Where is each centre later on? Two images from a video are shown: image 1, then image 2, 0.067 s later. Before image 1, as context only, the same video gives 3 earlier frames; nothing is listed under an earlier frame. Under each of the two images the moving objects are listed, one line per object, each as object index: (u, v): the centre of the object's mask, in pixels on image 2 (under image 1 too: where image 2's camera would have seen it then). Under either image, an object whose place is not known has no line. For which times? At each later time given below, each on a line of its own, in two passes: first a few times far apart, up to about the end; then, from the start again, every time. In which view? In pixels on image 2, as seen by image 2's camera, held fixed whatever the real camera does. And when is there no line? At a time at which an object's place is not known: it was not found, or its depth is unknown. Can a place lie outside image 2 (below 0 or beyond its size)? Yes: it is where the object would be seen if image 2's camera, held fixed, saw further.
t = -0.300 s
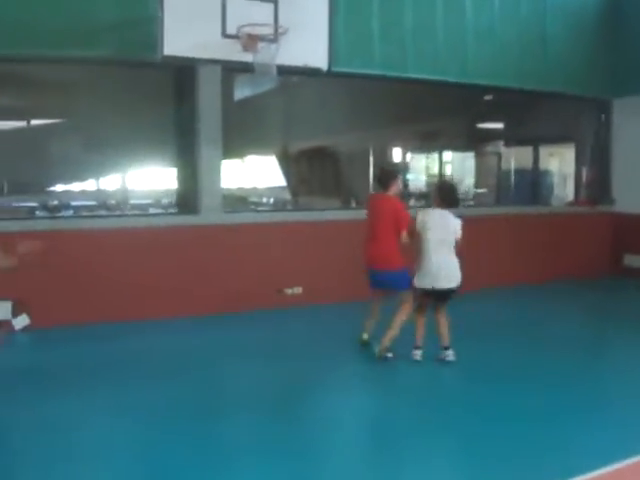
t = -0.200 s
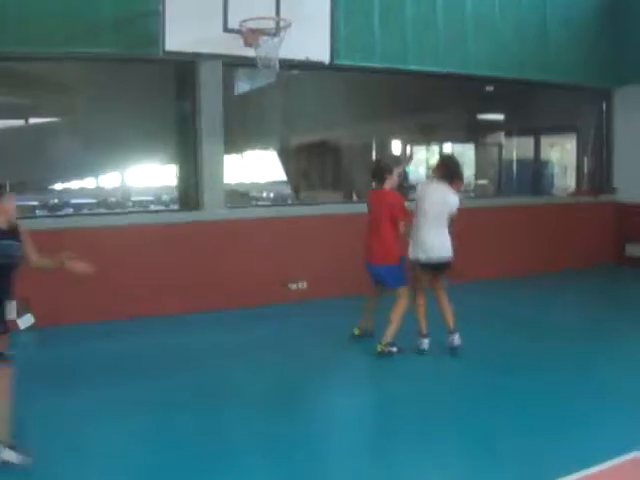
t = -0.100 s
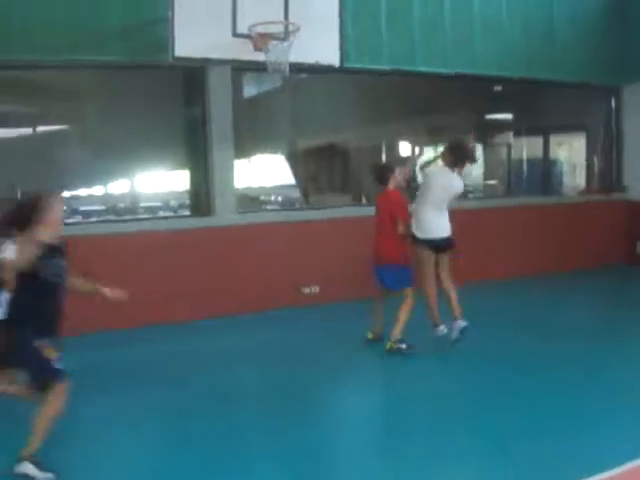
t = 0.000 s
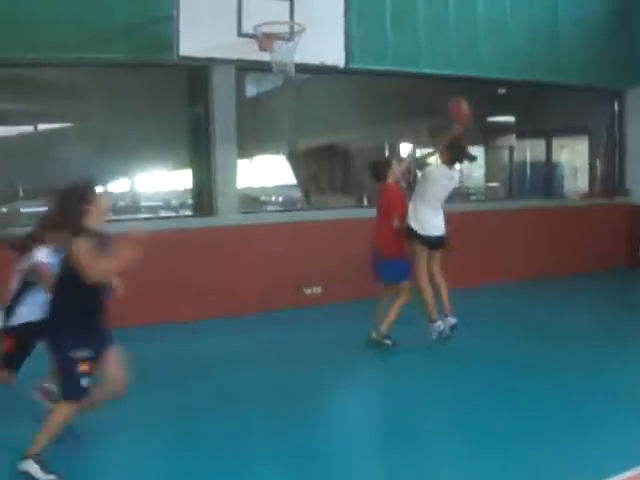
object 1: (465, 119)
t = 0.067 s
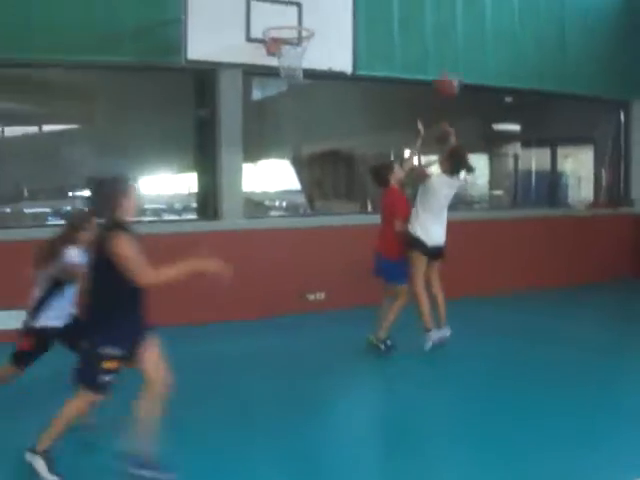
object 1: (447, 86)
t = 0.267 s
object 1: (394, 24)
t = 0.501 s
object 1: (345, 1)
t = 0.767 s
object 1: (335, 37)
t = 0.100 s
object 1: (435, 74)
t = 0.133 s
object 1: (428, 61)
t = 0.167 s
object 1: (419, 50)
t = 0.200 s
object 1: (410, 39)
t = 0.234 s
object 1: (402, 31)
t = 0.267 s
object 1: (394, 24)
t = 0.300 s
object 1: (385, 17)
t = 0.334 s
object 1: (377, 12)
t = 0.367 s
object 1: (368, 7)
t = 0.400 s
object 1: (359, 4)
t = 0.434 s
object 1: (350, 3)
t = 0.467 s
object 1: (345, 2)
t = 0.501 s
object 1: (345, 1)
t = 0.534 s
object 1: (344, 1)
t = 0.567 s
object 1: (342, 3)
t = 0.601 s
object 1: (340, 6)
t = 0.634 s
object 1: (339, 10)
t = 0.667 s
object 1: (338, 14)
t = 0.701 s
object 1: (337, 21)
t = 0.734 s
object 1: (336, 28)
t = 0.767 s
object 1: (335, 37)
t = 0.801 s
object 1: (334, 48)
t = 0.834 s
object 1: (332, 59)
